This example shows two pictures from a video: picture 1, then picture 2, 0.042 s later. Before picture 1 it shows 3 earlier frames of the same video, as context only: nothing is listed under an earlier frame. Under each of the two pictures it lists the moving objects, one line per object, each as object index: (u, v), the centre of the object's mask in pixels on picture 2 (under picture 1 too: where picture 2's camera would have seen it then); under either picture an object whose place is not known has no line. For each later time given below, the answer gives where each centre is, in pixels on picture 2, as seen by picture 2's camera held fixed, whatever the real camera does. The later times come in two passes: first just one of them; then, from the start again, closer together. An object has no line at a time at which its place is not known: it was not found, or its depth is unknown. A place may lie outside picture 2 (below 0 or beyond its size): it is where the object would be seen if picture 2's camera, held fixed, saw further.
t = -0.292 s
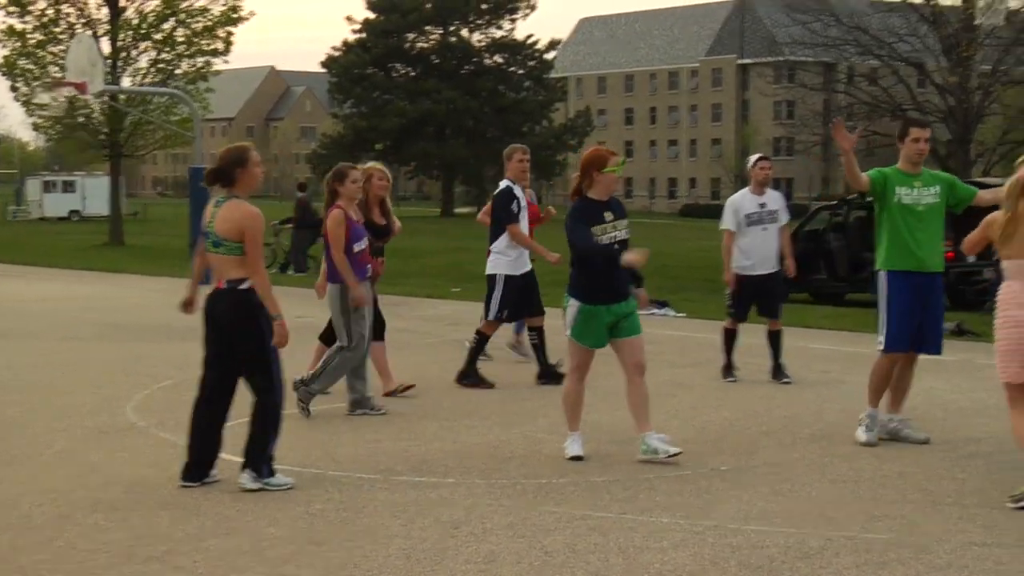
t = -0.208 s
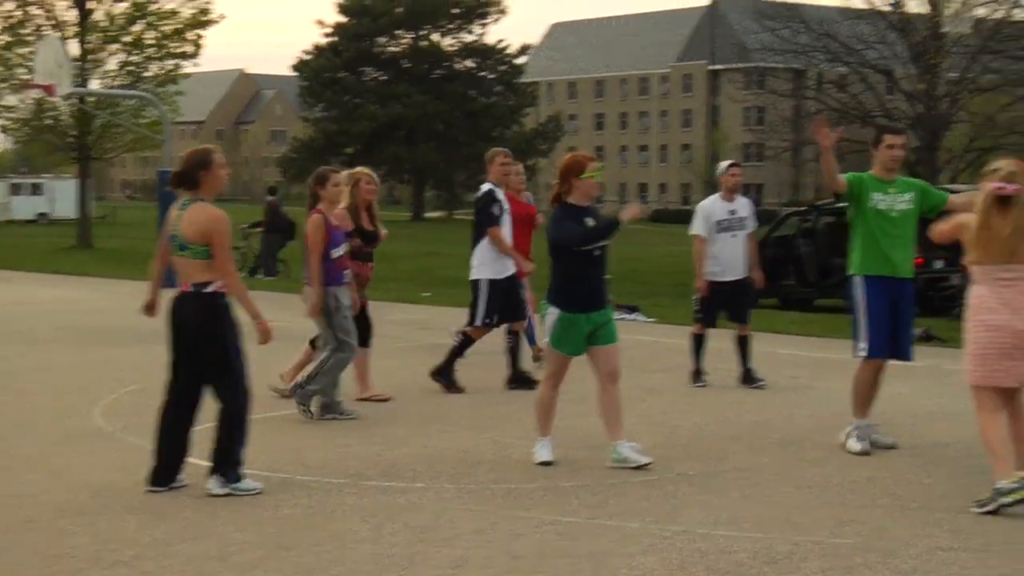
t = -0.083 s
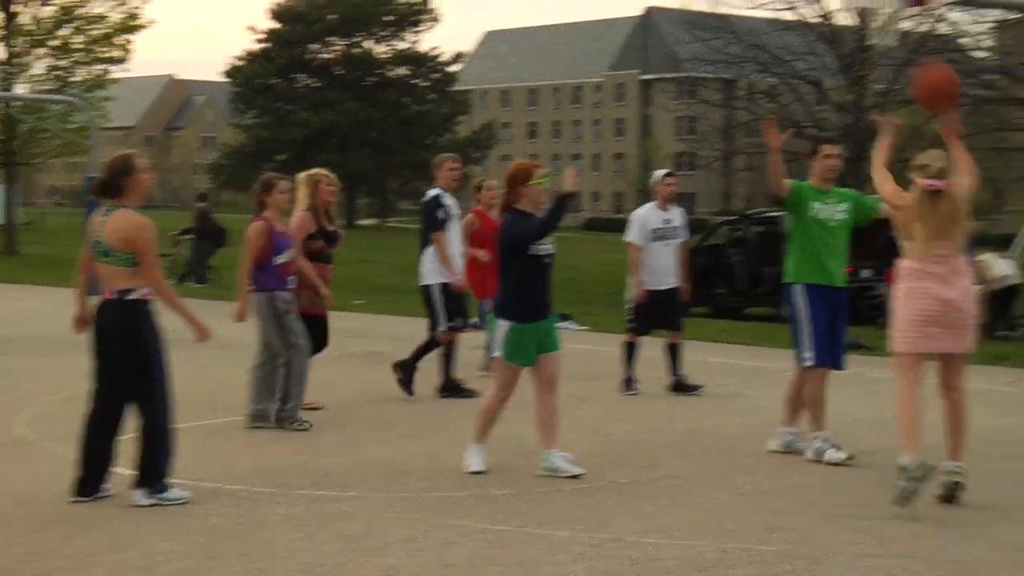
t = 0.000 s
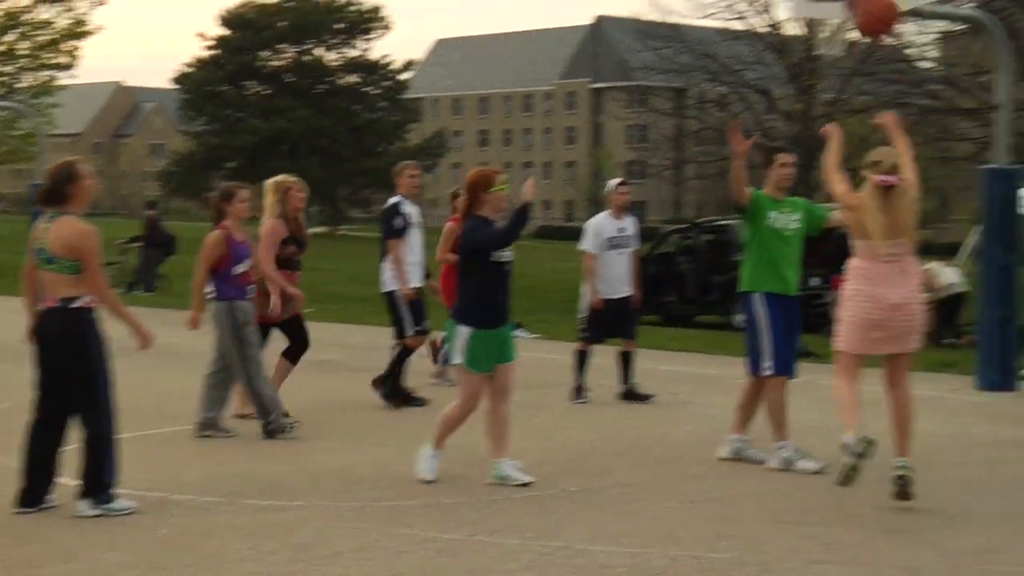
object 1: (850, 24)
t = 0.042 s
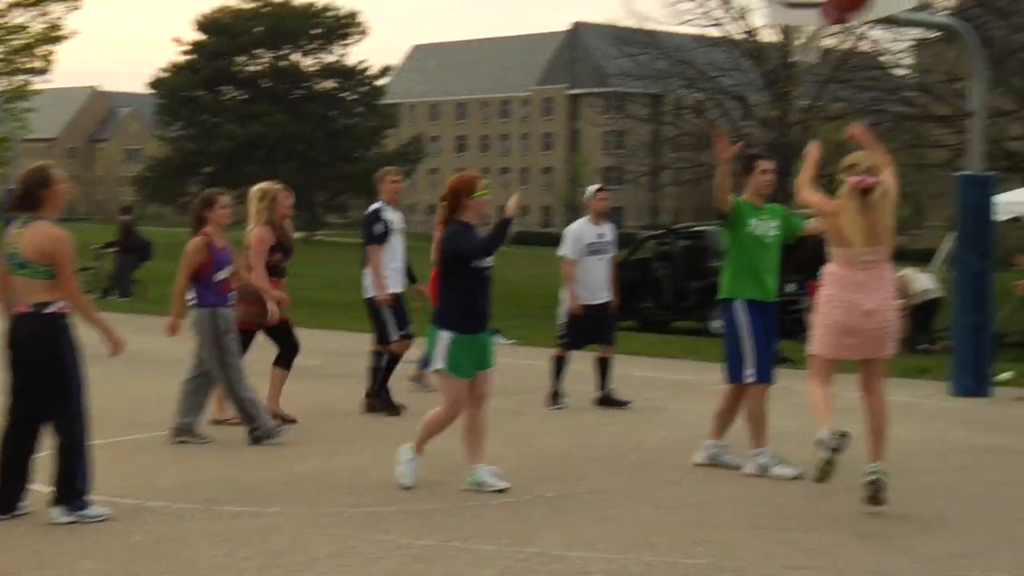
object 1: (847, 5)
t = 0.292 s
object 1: (842, -111)
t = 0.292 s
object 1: (842, -111)
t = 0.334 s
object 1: (841, -124)
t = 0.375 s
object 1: (839, -126)
